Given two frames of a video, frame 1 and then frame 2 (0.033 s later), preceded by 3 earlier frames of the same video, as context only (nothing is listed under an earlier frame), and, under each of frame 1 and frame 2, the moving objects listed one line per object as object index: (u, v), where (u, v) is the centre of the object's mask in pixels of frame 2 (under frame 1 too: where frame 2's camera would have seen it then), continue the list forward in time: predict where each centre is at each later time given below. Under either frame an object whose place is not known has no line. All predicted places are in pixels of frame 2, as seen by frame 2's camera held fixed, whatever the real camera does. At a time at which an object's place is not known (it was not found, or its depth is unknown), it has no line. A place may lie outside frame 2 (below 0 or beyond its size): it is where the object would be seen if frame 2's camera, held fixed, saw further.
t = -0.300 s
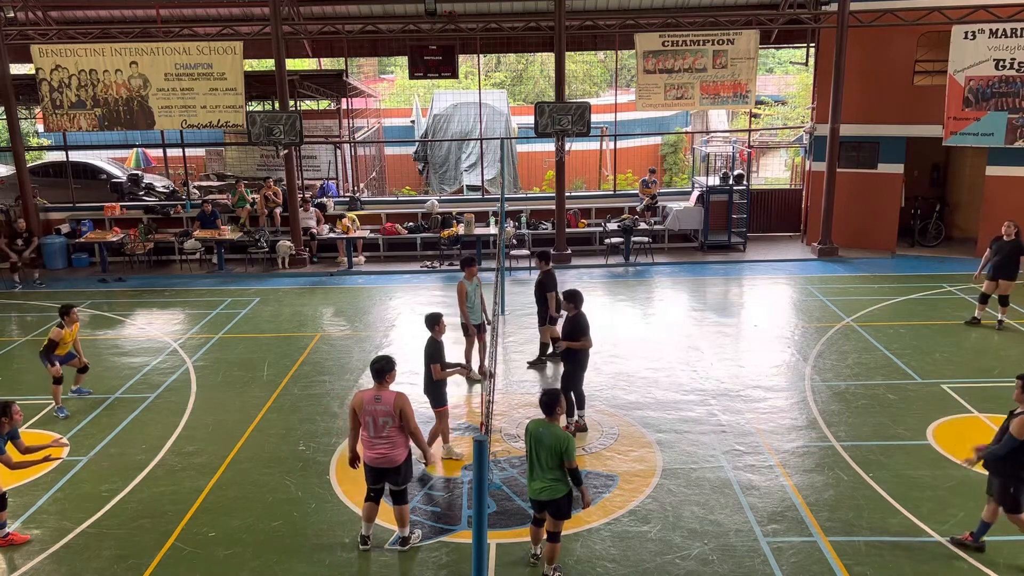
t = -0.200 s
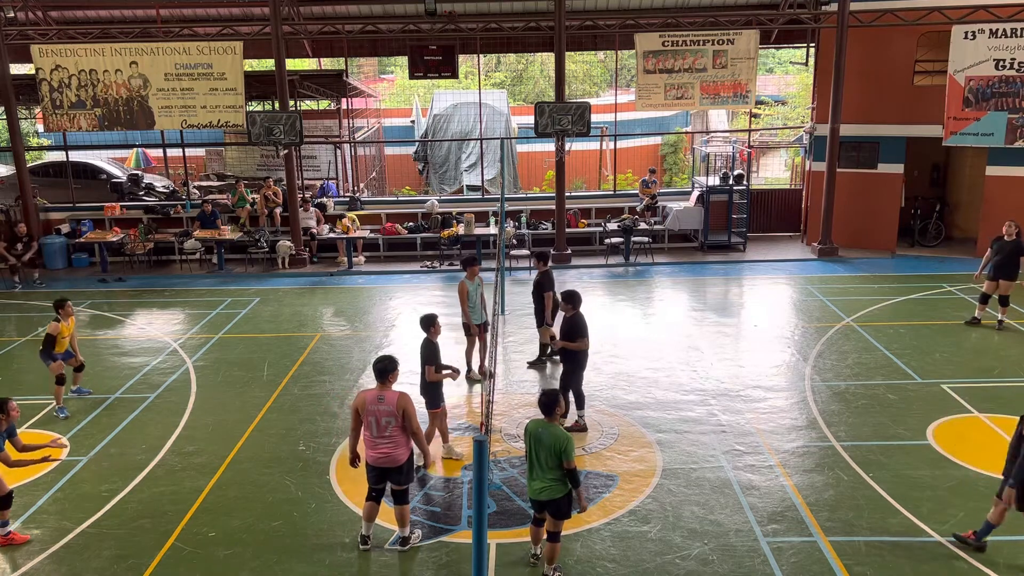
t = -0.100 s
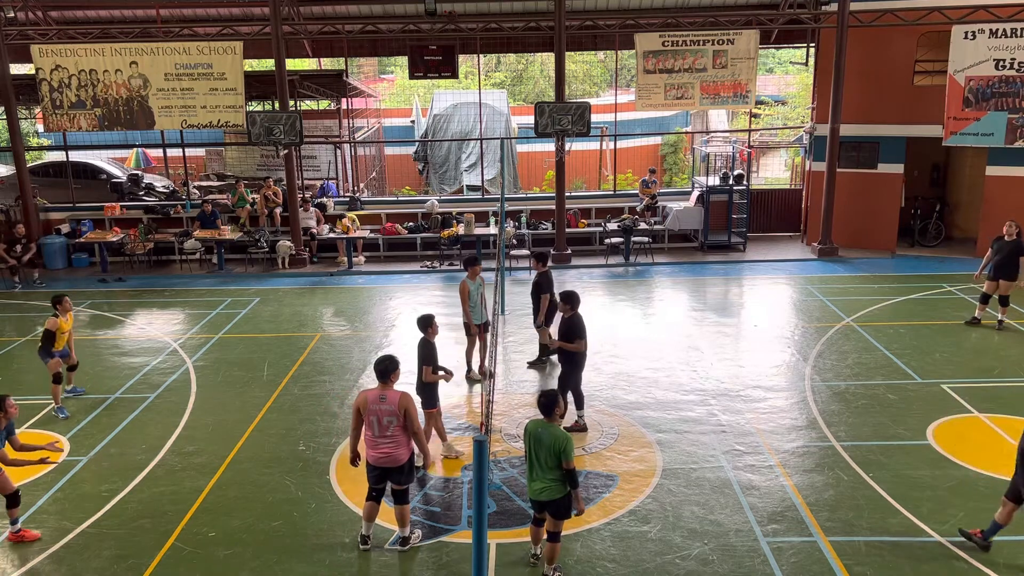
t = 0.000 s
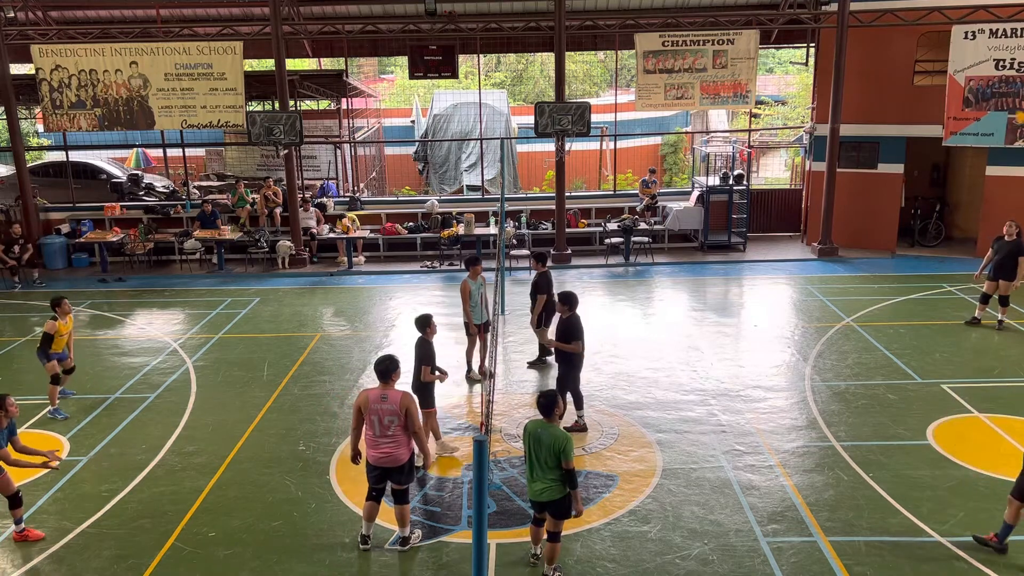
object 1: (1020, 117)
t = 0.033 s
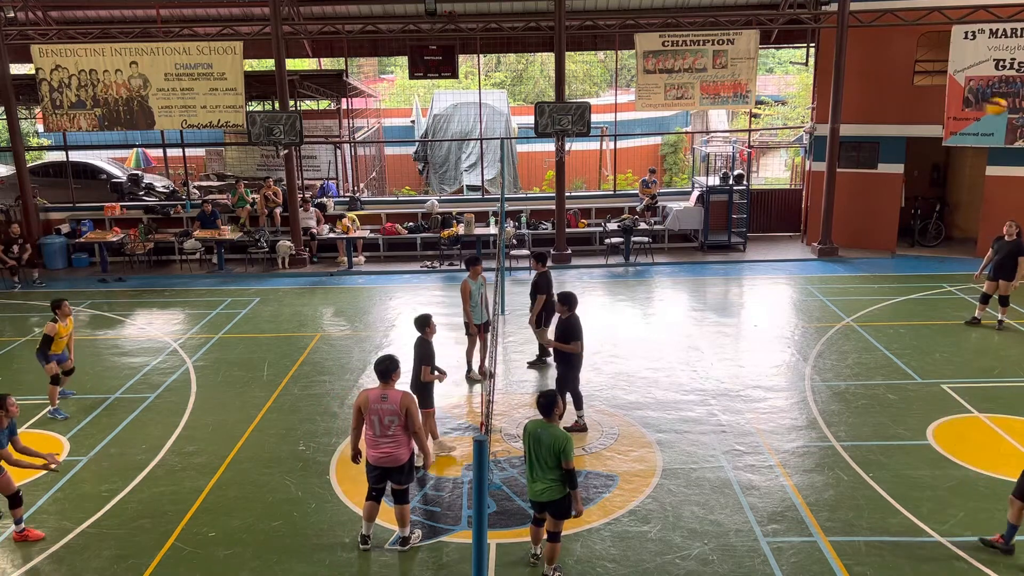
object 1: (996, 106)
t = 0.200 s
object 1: (837, 76)
